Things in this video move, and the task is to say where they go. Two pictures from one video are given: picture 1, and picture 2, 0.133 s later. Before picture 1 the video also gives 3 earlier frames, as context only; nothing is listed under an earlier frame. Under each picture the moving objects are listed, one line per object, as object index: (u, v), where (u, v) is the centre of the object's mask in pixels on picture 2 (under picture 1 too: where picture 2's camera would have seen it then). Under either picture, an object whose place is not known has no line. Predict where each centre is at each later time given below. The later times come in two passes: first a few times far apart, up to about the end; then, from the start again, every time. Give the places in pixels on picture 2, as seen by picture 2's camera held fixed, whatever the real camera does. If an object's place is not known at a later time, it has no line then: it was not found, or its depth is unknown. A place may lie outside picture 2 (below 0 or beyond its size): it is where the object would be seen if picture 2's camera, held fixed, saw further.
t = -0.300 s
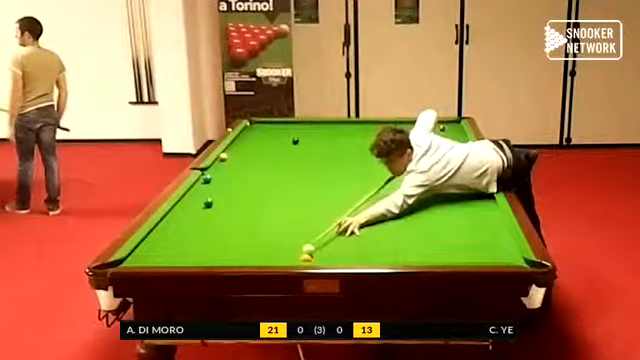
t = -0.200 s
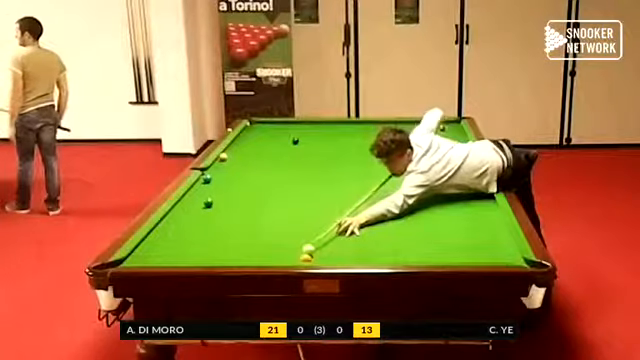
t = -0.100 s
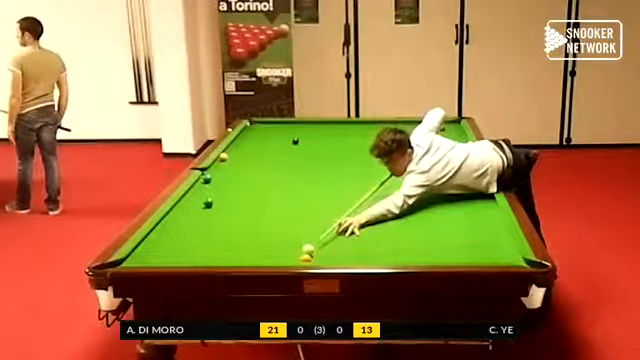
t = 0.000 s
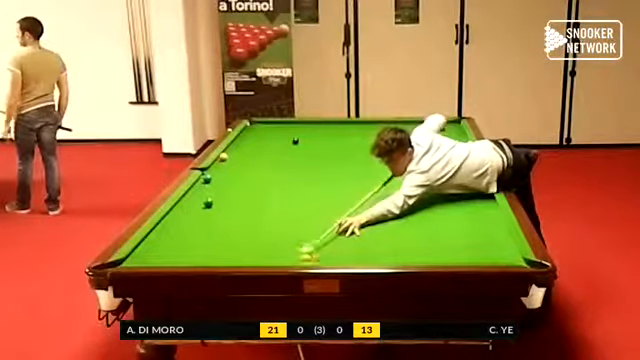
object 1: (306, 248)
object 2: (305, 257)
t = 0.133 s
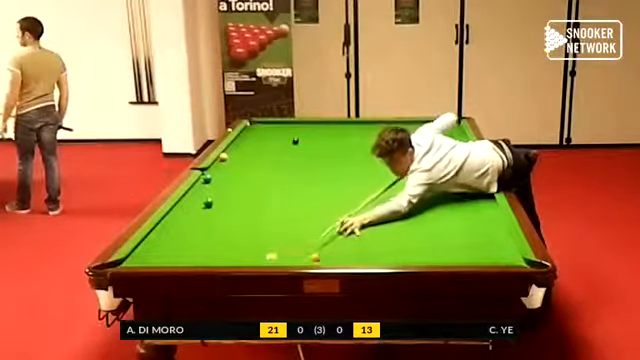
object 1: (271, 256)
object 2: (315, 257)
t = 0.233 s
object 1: (250, 251)
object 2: (318, 256)
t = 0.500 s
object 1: (206, 236)
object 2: (331, 250)
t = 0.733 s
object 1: (172, 225)
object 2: (341, 244)
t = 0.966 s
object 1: (187, 216)
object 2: (350, 238)
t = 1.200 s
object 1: (221, 207)
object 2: (358, 233)
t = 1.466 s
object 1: (255, 196)
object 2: (366, 228)
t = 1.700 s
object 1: (281, 188)
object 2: (372, 224)
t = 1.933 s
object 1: (305, 182)
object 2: (377, 221)
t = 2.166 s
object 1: (329, 175)
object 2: (382, 218)
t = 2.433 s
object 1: (353, 168)
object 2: (387, 216)
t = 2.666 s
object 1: (371, 164)
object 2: (390, 213)
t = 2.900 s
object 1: (388, 157)
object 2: (393, 210)
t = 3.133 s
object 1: (405, 155)
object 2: (395, 209)
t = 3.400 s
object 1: (422, 149)
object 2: (397, 207)
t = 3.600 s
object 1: (434, 146)
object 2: (398, 206)
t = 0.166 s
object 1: (263, 254)
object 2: (316, 257)
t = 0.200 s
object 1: (257, 253)
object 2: (317, 257)
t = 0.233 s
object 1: (250, 251)
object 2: (318, 256)
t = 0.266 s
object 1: (245, 249)
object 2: (319, 256)
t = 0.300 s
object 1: (239, 249)
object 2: (321, 255)
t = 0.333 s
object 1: (233, 245)
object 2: (323, 255)
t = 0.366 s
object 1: (228, 244)
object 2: (326, 254)
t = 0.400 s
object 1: (222, 242)
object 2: (327, 253)
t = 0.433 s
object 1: (217, 240)
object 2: (329, 252)
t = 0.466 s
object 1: (211, 238)
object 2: (330, 251)
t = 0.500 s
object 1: (206, 236)
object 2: (331, 250)
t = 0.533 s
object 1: (203, 234)
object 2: (333, 249)
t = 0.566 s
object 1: (194, 233)
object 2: (334, 249)
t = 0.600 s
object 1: (192, 232)
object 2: (336, 248)
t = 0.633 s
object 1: (187, 230)
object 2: (338, 247)
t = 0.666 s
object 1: (182, 228)
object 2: (339, 246)
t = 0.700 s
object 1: (177, 227)
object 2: (340, 245)
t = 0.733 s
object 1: (172, 225)
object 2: (341, 244)
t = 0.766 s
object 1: (167, 224)
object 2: (343, 244)
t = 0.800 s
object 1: (163, 223)
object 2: (344, 243)
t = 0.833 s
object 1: (165, 221)
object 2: (345, 242)
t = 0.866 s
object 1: (171, 219)
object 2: (346, 241)
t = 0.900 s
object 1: (178, 218)
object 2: (348, 240)
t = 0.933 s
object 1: (183, 217)
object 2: (349, 239)
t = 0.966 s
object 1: (187, 216)
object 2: (350, 238)
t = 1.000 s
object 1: (192, 214)
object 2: (351, 238)
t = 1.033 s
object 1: (197, 213)
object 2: (352, 237)
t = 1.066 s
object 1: (203, 211)
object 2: (354, 236)
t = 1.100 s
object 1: (207, 210)
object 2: (354, 235)
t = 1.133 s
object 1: (212, 209)
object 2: (356, 235)
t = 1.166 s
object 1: (217, 206)
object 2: (357, 234)
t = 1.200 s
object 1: (221, 207)
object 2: (358, 233)
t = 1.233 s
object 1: (227, 204)
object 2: (359, 232)
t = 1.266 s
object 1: (231, 204)
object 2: (360, 232)
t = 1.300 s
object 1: (233, 204)
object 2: (361, 231)
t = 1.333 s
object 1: (238, 201)
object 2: (362, 231)
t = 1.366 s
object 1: (244, 200)
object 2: (363, 230)
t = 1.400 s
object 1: (247, 198)
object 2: (364, 229)
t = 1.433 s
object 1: (251, 197)
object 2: (365, 228)
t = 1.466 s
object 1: (255, 196)
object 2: (366, 228)
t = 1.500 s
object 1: (259, 195)
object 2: (367, 227)
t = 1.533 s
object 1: (263, 194)
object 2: (368, 227)
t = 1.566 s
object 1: (266, 192)
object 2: (369, 226)
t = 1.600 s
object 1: (270, 191)
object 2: (370, 226)
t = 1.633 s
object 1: (275, 190)
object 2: (370, 225)
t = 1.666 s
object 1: (278, 189)
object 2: (371, 225)
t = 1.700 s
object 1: (281, 188)
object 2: (372, 224)
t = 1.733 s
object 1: (286, 187)
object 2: (373, 224)
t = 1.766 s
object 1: (288, 187)
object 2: (374, 223)
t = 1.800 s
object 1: (292, 186)
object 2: (374, 222)
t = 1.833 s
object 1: (295, 184)
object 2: (375, 222)
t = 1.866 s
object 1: (299, 183)
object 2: (376, 222)
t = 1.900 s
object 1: (302, 182)
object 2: (377, 221)
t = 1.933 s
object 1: (305, 182)
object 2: (377, 221)
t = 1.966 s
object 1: (310, 180)
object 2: (378, 220)
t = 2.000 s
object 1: (313, 179)
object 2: (379, 220)
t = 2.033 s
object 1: (316, 178)
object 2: (379, 219)
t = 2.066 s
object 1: (320, 177)
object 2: (380, 219)
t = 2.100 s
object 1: (323, 177)
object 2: (381, 218)
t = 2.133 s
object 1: (326, 176)
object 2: (381, 218)
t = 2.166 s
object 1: (329, 175)
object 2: (382, 218)
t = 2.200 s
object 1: (332, 174)
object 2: (383, 217)
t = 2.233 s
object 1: (335, 173)
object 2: (383, 217)
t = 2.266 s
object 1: (338, 172)
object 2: (384, 217)
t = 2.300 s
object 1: (342, 171)
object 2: (385, 217)
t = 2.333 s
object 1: (345, 170)
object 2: (385, 217)
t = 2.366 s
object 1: (348, 170)
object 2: (385, 217)
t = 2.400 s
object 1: (350, 169)
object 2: (386, 216)
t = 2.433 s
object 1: (353, 168)
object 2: (387, 216)
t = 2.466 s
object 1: (355, 167)
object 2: (387, 216)
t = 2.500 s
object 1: (359, 166)
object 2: (388, 214)
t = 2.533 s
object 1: (361, 166)
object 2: (388, 214)
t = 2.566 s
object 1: (364, 165)
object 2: (388, 214)
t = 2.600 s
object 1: (366, 164)
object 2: (389, 213)
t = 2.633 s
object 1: (369, 164)
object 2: (389, 213)
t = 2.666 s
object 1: (371, 164)
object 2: (390, 213)
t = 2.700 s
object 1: (373, 163)
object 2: (390, 213)
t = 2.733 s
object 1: (377, 163)
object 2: (391, 212)
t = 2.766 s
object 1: (378, 163)
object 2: (391, 211)
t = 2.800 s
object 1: (382, 161)
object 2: (391, 212)
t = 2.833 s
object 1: (383, 161)
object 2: (392, 211)
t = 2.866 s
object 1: (386, 159)
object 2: (392, 211)
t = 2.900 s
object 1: (388, 157)
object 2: (393, 210)
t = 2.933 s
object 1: (392, 156)
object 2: (393, 210)
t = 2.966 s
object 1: (394, 156)
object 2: (393, 210)
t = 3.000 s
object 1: (396, 156)
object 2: (394, 210)
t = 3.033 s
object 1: (399, 155)
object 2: (394, 209)
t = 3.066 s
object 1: (400, 155)
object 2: (394, 209)
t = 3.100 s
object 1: (403, 155)
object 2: (394, 209)
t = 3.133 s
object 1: (405, 155)
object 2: (395, 209)
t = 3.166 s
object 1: (407, 153)
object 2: (395, 208)
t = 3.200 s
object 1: (409, 153)
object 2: (395, 208)
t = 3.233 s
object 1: (411, 153)
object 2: (395, 208)
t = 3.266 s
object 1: (415, 151)
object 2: (396, 208)
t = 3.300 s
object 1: (416, 151)
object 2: (397, 207)
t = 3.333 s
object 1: (419, 150)
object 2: (397, 207)
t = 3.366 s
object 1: (420, 149)
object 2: (397, 207)
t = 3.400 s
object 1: (422, 149)
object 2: (397, 207)
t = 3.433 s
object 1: (423, 149)
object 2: (397, 207)
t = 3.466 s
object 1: (426, 148)
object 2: (397, 207)
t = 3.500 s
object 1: (429, 147)
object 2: (397, 207)
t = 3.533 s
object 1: (429, 147)
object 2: (397, 206)
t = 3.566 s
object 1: (432, 146)
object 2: (398, 206)
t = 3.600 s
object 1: (434, 146)
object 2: (398, 206)
